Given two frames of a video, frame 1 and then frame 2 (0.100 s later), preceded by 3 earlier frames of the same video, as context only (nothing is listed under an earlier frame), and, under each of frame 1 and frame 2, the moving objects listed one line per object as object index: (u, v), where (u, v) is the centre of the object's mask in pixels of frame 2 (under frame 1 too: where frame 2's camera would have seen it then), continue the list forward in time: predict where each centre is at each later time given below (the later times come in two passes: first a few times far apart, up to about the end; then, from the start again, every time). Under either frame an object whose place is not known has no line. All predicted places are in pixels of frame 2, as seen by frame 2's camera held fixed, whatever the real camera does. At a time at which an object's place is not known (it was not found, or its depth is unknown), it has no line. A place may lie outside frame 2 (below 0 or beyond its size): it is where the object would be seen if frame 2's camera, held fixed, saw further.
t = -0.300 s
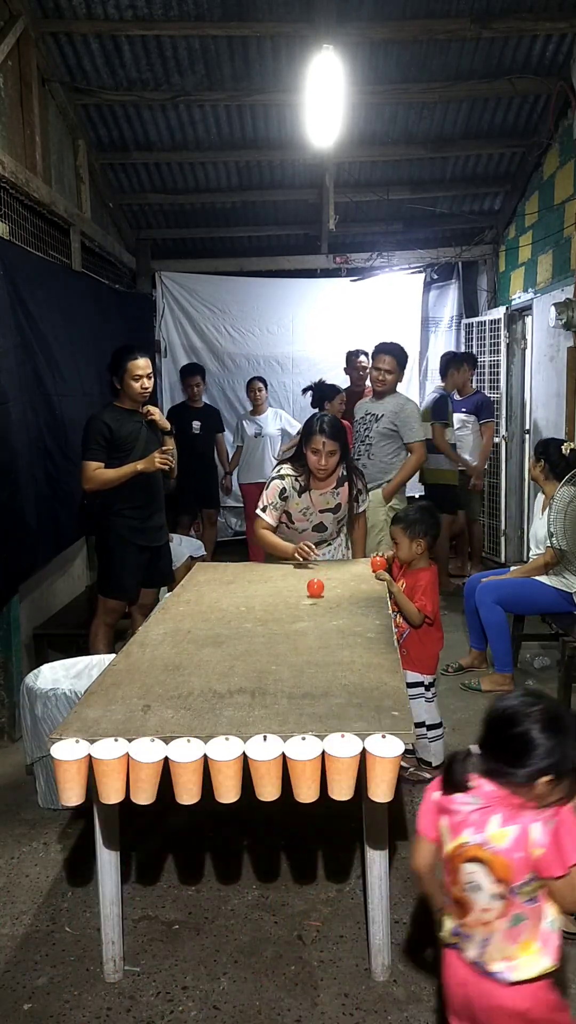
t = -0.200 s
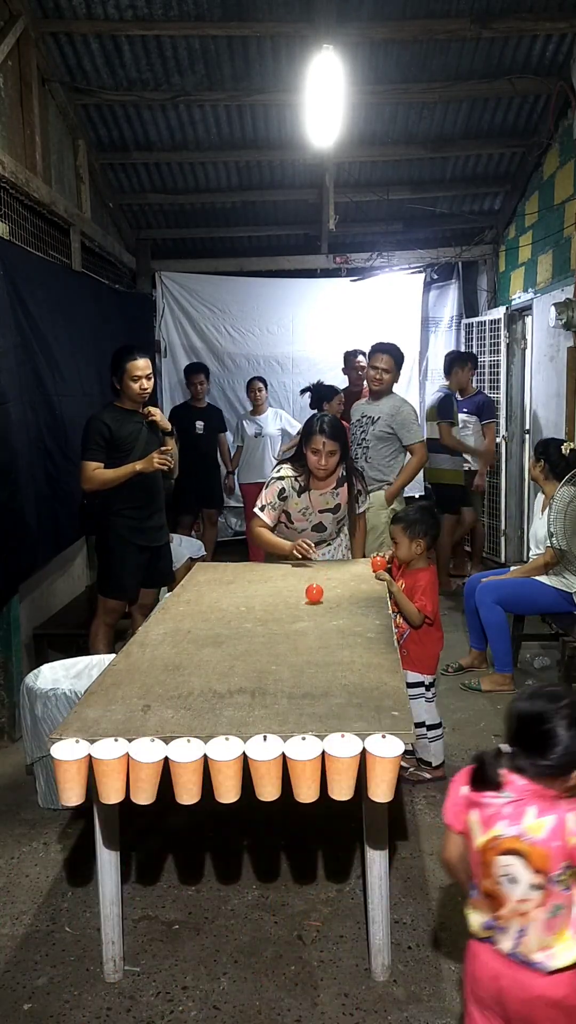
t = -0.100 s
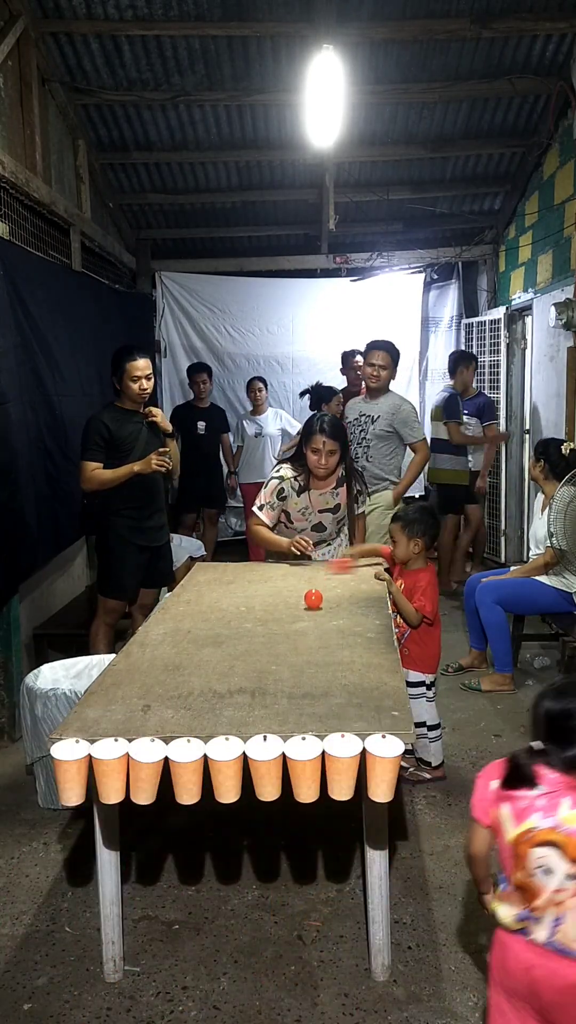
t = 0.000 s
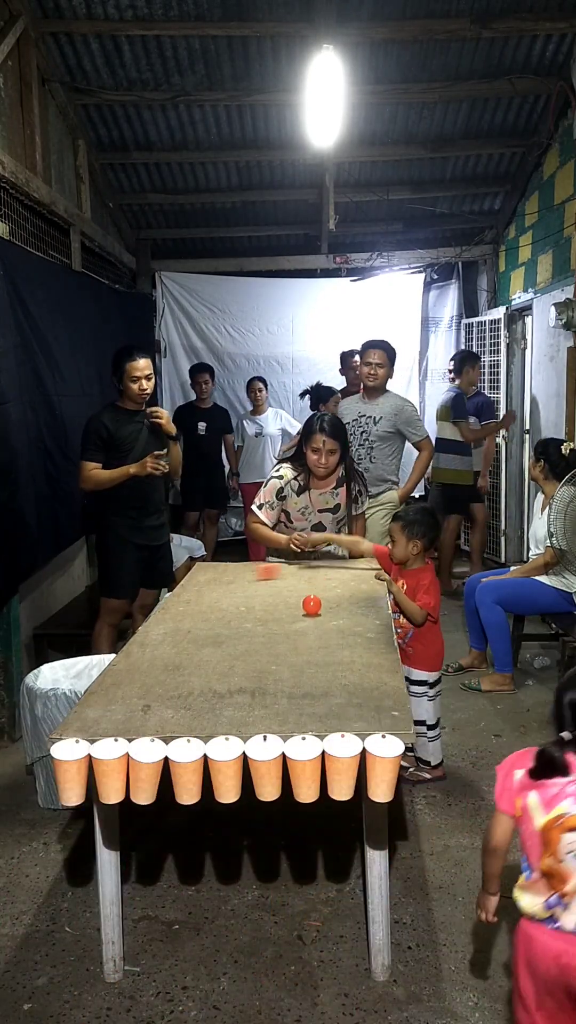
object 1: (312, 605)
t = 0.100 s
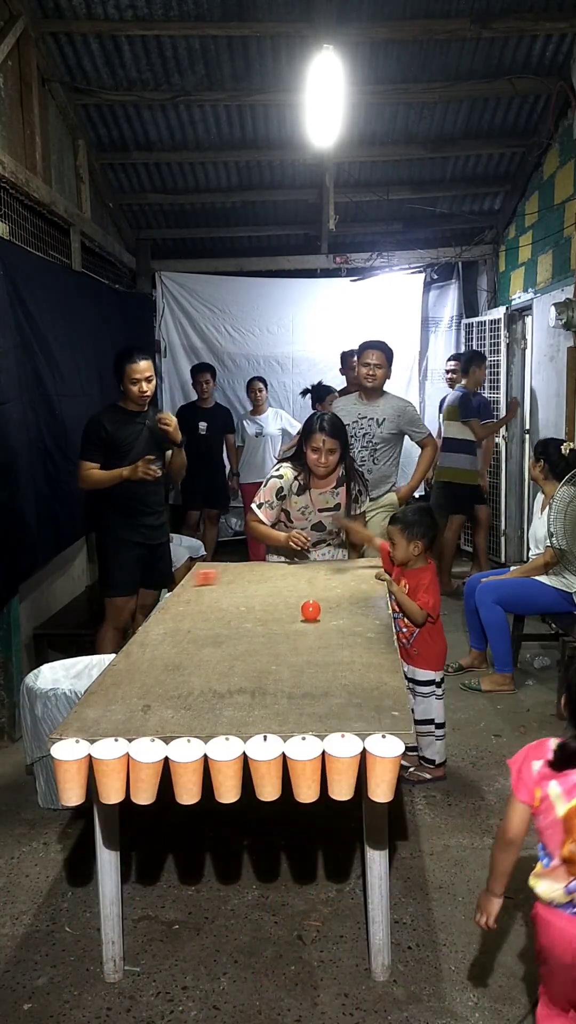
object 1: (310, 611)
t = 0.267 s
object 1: (308, 621)
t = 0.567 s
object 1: (301, 641)
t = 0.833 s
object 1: (294, 660)
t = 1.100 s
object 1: (287, 680)
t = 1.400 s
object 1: (280, 707)
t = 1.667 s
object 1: (268, 744)
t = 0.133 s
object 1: (310, 612)
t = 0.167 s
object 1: (310, 614)
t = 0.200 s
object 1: (309, 615)
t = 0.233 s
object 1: (308, 618)
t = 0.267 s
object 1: (308, 621)
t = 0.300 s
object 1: (307, 623)
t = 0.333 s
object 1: (307, 626)
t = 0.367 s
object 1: (306, 628)
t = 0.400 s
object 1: (306, 631)
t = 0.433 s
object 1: (305, 632)
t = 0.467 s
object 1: (304, 635)
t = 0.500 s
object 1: (303, 637)
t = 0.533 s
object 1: (302, 639)
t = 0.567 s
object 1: (301, 641)
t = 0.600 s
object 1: (300, 644)
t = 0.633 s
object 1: (299, 646)
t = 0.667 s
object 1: (299, 648)
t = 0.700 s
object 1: (297, 650)
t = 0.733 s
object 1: (296, 653)
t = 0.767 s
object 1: (295, 655)
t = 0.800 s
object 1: (294, 658)
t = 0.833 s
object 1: (294, 660)
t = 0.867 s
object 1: (293, 662)
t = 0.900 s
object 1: (292, 664)
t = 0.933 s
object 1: (291, 667)
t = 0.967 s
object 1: (290, 670)
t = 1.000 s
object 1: (289, 672)
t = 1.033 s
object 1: (289, 674)
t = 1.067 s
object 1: (288, 677)
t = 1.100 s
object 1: (287, 680)
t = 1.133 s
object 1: (286, 683)
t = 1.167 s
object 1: (285, 686)
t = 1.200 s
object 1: (284, 689)
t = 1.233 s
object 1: (284, 691)
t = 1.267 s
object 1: (283, 694)
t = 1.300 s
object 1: (282, 697)
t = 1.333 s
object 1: (282, 700)
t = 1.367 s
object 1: (281, 704)
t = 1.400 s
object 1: (280, 707)
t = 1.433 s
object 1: (280, 711)
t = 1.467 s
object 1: (279, 714)
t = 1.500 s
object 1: (278, 717)
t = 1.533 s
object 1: (277, 719)
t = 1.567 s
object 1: (276, 723)
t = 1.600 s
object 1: (275, 729)
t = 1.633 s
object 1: (273, 738)
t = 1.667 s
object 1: (268, 744)
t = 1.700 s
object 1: (262, 750)
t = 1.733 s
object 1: (256, 765)
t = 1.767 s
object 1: (250, 783)
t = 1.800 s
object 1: (244, 805)
